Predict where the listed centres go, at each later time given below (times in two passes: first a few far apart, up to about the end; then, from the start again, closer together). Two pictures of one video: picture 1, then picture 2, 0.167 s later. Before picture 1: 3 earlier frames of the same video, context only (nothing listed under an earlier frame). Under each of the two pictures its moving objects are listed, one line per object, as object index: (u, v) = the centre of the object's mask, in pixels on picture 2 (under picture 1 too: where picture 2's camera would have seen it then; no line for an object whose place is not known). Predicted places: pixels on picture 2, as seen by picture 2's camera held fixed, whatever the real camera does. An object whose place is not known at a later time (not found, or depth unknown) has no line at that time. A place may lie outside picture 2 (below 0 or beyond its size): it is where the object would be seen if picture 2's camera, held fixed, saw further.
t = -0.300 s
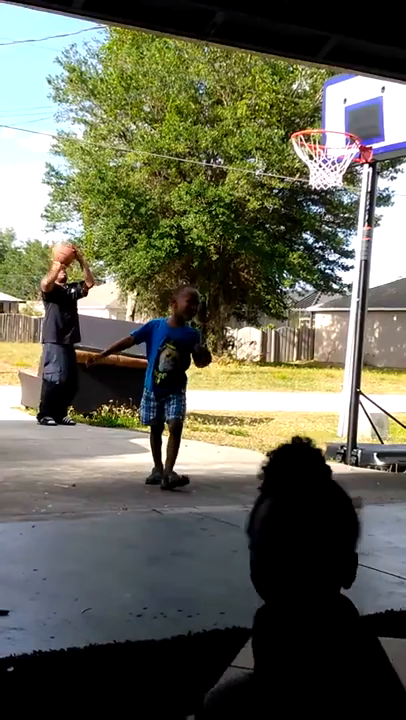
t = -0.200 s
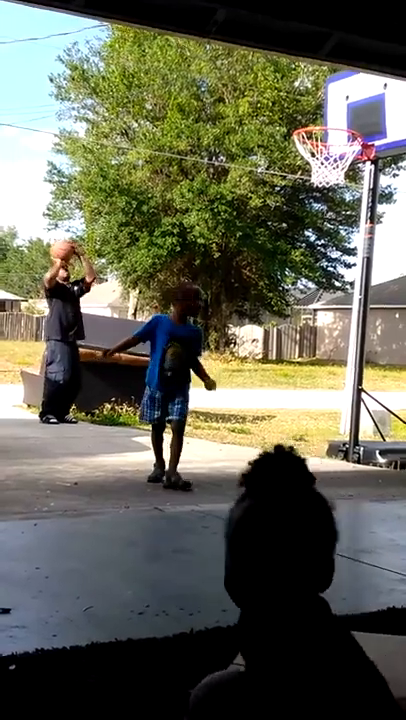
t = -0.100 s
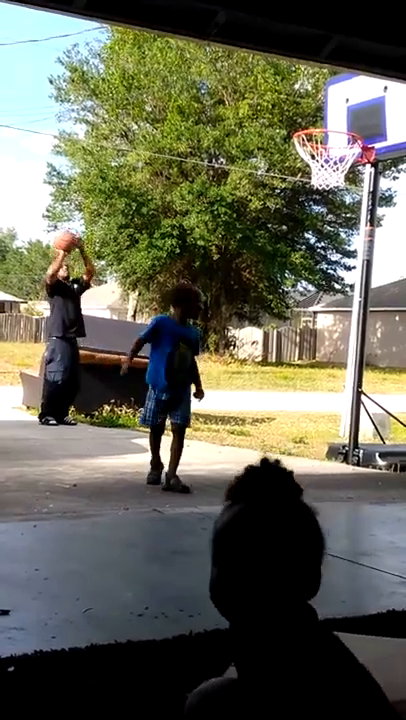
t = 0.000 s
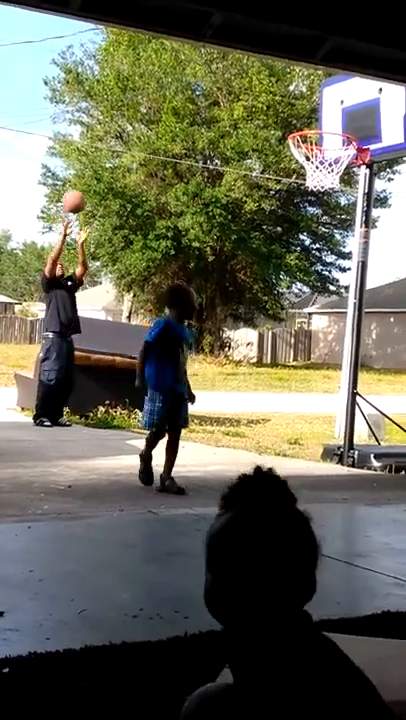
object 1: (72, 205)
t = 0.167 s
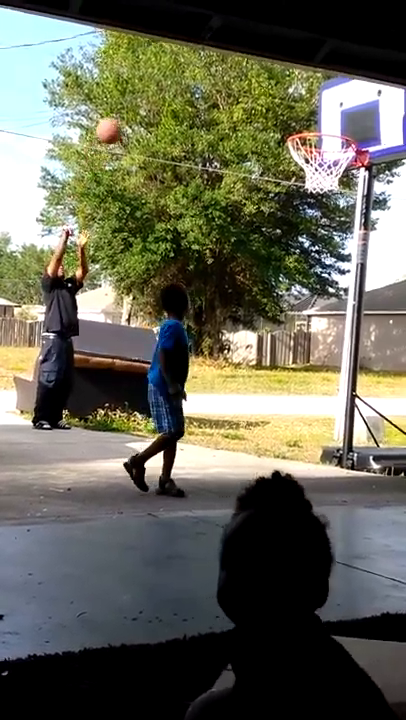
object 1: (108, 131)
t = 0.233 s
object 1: (123, 107)
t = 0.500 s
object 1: (186, 55)
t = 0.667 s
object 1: (228, 61)
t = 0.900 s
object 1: (297, 121)
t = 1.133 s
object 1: (306, 128)
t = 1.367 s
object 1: (335, 134)
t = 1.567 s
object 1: (310, 157)
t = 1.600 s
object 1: (305, 160)
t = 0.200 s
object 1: (116, 119)
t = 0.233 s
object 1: (123, 107)
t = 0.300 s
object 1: (139, 87)
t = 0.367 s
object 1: (154, 71)
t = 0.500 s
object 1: (186, 55)
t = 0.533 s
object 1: (193, 54)
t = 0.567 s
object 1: (202, 54)
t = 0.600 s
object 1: (211, 56)
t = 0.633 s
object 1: (219, 57)
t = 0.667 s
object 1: (228, 61)
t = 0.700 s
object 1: (239, 64)
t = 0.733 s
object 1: (247, 69)
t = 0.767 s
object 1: (258, 74)
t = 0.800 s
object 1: (266, 84)
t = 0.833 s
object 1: (276, 93)
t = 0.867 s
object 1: (287, 107)
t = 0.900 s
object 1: (297, 121)
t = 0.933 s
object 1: (307, 126)
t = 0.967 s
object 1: (318, 134)
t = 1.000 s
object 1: (331, 128)
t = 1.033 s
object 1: (331, 135)
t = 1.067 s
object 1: (325, 135)
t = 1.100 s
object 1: (315, 135)
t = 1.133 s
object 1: (306, 128)
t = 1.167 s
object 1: (312, 130)
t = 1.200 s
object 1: (316, 125)
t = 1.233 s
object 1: (321, 127)
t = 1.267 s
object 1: (325, 128)
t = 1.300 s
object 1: (330, 126)
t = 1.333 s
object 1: (336, 128)
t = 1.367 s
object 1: (335, 134)
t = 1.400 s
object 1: (333, 134)
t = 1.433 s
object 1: (327, 139)
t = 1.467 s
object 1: (323, 141)
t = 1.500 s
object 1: (320, 146)
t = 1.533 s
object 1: (315, 150)
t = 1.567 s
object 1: (310, 157)
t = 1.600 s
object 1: (305, 160)
